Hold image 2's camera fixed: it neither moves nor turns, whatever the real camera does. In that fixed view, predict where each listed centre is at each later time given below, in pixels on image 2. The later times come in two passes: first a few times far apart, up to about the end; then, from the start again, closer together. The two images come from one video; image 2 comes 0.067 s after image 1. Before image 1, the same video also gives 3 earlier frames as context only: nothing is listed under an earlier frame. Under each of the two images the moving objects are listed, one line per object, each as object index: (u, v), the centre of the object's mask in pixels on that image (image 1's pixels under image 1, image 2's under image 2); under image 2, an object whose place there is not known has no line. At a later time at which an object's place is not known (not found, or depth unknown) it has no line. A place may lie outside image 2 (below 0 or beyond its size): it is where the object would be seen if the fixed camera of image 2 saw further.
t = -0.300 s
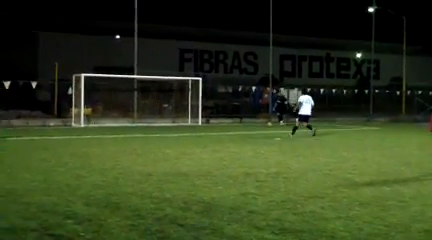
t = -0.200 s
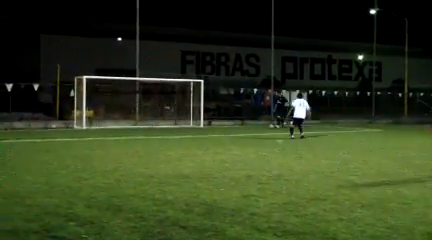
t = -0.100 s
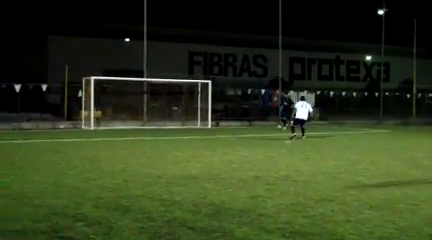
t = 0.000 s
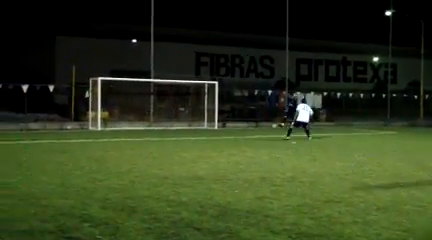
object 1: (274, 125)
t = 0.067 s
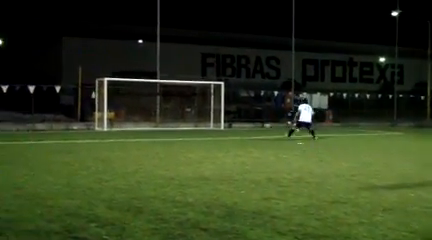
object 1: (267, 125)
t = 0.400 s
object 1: (189, 135)
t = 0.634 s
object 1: (136, 132)
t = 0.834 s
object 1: (86, 139)
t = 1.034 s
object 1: (41, 136)
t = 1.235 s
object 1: (-11, 149)
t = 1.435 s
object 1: (-69, 147)
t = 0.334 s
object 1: (206, 130)
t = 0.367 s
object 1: (198, 133)
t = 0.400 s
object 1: (189, 135)
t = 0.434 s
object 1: (181, 135)
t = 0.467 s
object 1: (174, 133)
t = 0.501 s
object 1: (167, 132)
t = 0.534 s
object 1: (160, 132)
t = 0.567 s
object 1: (152, 132)
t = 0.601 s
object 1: (144, 131)
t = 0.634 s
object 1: (136, 132)
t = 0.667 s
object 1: (128, 133)
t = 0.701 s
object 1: (119, 135)
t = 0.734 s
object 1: (111, 137)
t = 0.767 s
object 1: (102, 139)
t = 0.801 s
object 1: (93, 142)
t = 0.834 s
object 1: (86, 139)
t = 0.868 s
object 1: (78, 138)
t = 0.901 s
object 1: (71, 137)
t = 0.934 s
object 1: (64, 135)
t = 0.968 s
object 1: (57, 136)
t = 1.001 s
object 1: (49, 136)
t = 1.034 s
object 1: (41, 136)
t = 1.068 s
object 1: (32, 138)
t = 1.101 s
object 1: (24, 139)
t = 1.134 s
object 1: (16, 142)
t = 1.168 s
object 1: (6, 144)
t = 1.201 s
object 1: (-2, 147)
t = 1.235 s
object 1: (-11, 149)
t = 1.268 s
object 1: (-20, 147)
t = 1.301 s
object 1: (-29, 146)
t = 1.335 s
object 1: (-39, 146)
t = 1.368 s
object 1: (-49, 146)
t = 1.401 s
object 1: (-59, 146)
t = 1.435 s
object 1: (-69, 147)
